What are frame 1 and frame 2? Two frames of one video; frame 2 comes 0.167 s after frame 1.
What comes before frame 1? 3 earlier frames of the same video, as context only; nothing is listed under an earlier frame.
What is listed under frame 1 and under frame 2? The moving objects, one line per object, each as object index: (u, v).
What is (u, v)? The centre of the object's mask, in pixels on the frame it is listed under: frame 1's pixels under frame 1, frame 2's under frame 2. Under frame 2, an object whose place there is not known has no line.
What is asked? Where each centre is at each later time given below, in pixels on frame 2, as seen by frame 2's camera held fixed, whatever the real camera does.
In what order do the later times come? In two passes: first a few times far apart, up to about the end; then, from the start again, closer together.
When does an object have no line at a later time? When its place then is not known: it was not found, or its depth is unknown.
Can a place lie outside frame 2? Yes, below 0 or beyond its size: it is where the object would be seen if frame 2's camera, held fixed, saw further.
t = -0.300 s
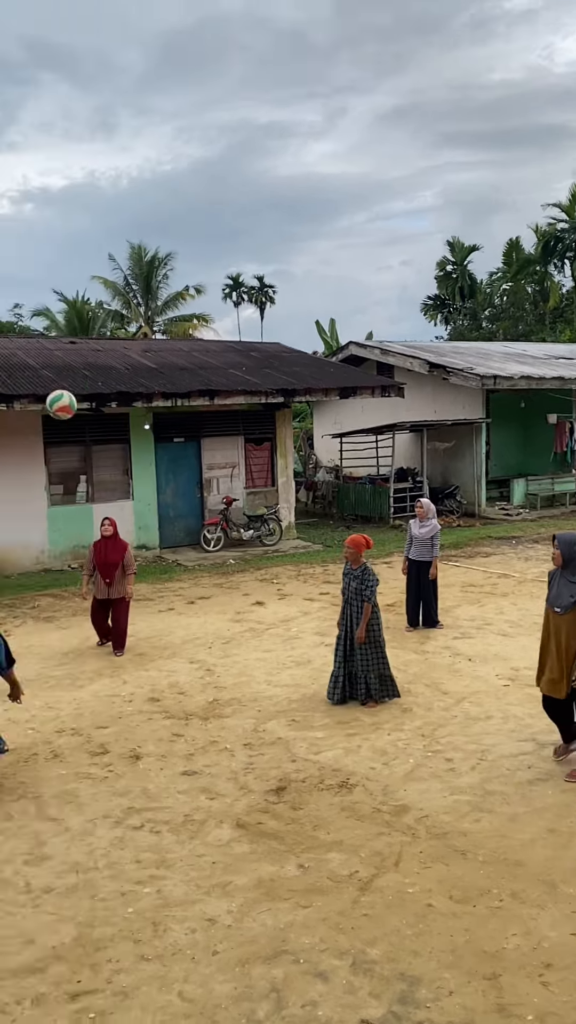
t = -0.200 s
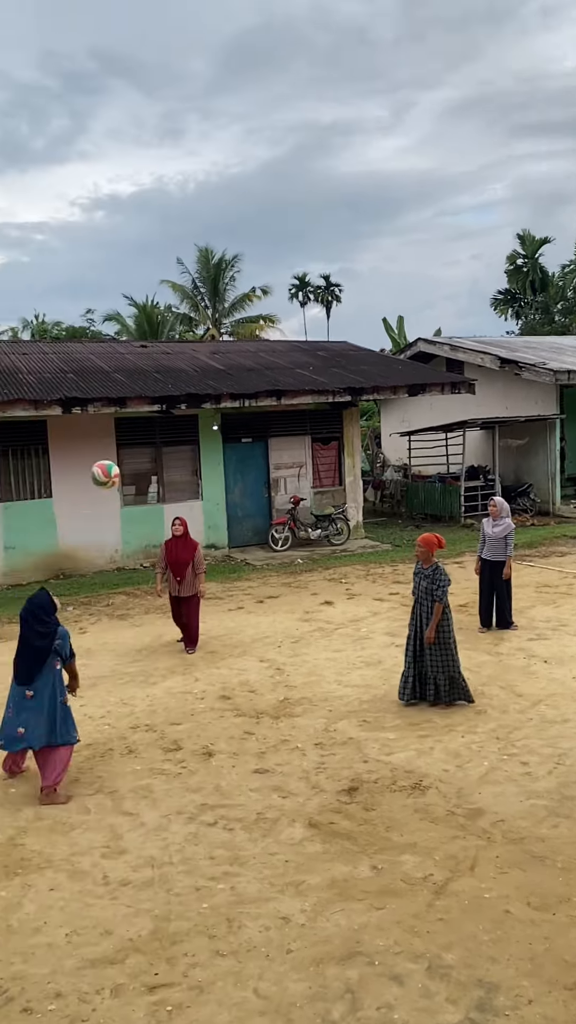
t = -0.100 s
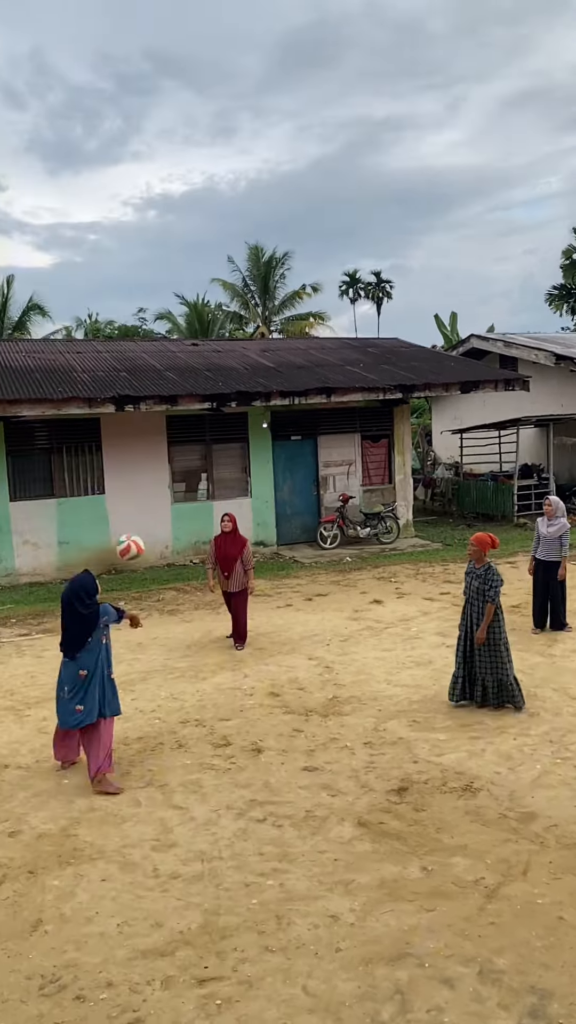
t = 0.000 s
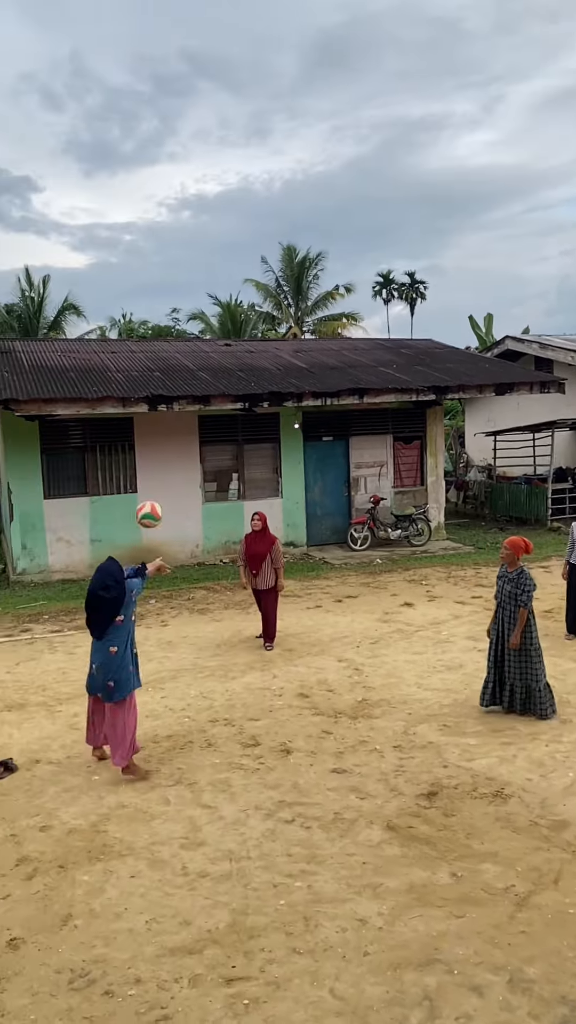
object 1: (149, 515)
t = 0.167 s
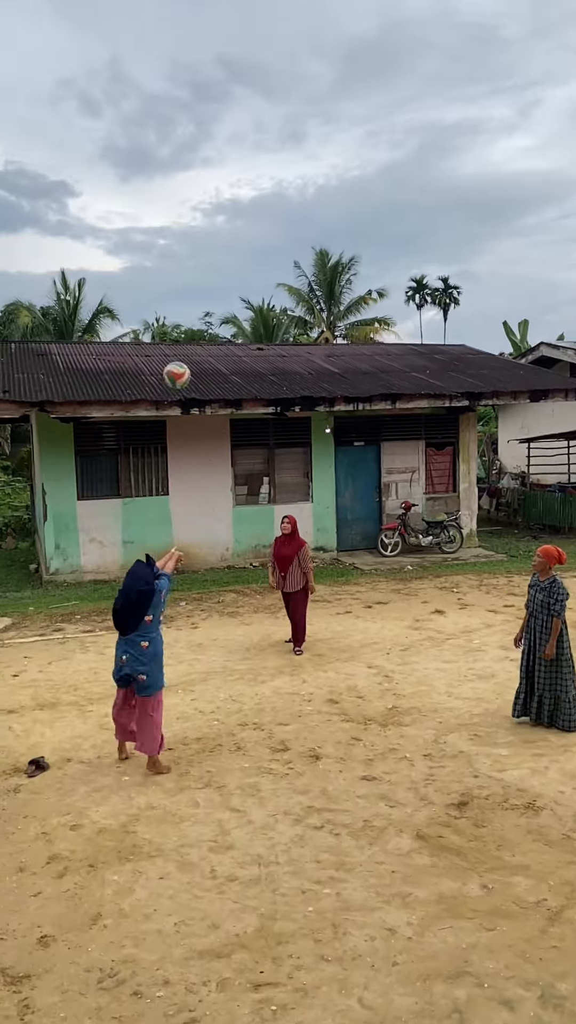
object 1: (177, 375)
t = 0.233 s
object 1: (175, 330)
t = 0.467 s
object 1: (173, 222)
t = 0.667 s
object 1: (173, 190)
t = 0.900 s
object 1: (177, 214)
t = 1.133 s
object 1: (184, 295)
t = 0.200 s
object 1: (176, 352)
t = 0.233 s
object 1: (175, 330)
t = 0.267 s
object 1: (175, 310)
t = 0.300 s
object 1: (174, 292)
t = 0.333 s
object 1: (174, 275)
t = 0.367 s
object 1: (173, 259)
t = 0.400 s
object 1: (173, 246)
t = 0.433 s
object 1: (173, 233)
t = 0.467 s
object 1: (173, 222)
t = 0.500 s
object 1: (173, 213)
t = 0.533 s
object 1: (173, 206)
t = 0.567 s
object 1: (173, 200)
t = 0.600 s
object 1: (173, 195)
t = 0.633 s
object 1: (173, 192)
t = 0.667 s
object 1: (173, 190)
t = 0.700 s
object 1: (174, 189)
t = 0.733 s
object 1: (174, 190)
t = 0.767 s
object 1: (175, 192)
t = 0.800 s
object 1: (175, 196)
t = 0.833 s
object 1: (176, 201)
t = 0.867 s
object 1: (176, 207)
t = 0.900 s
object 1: (177, 214)
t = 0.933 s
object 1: (178, 222)
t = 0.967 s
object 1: (179, 232)
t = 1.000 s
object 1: (179, 242)
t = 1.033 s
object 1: (180, 254)
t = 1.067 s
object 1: (182, 267)
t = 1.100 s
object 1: (183, 280)
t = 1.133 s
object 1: (184, 295)
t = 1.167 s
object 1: (185, 311)
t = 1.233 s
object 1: (186, 341)
